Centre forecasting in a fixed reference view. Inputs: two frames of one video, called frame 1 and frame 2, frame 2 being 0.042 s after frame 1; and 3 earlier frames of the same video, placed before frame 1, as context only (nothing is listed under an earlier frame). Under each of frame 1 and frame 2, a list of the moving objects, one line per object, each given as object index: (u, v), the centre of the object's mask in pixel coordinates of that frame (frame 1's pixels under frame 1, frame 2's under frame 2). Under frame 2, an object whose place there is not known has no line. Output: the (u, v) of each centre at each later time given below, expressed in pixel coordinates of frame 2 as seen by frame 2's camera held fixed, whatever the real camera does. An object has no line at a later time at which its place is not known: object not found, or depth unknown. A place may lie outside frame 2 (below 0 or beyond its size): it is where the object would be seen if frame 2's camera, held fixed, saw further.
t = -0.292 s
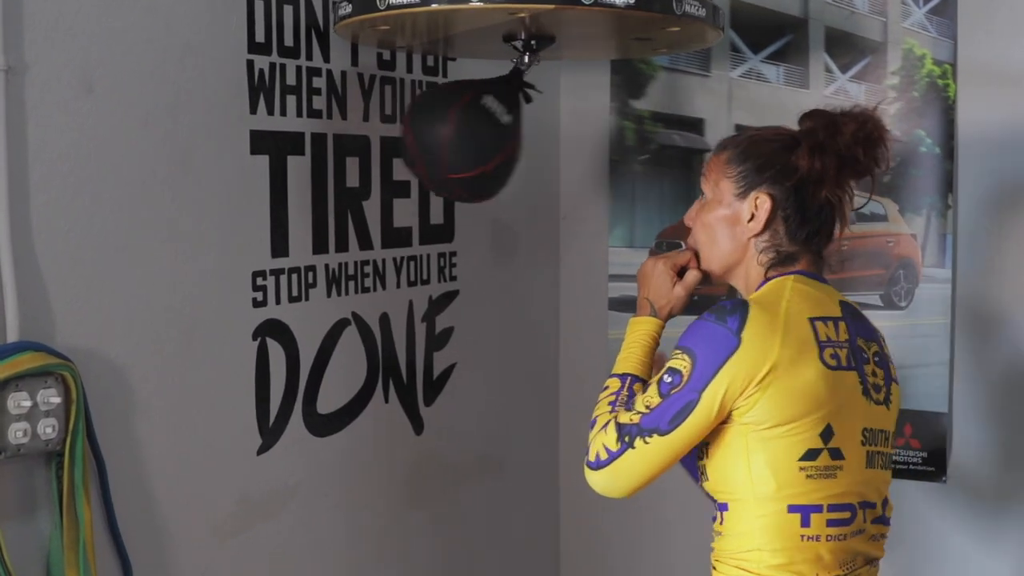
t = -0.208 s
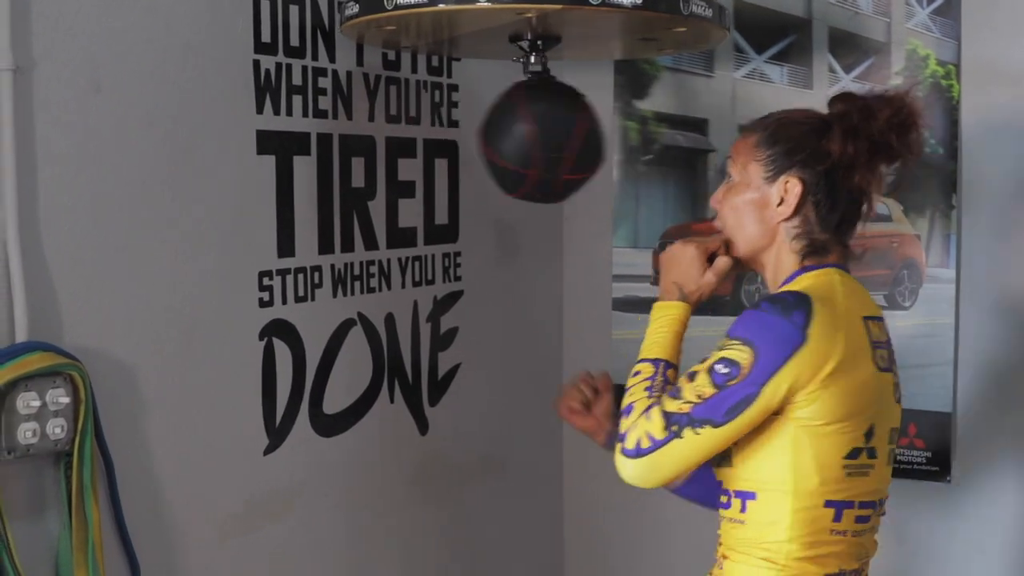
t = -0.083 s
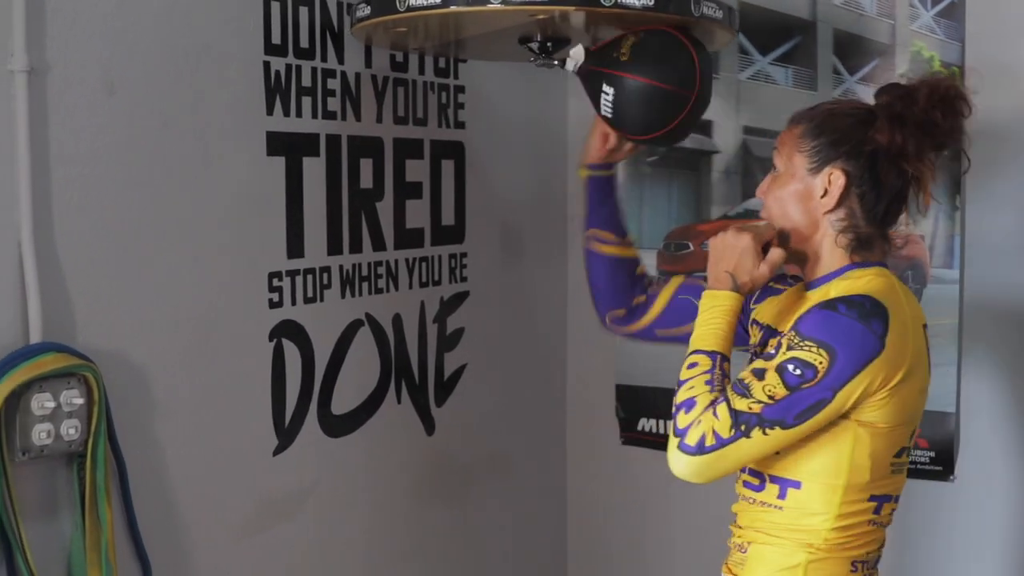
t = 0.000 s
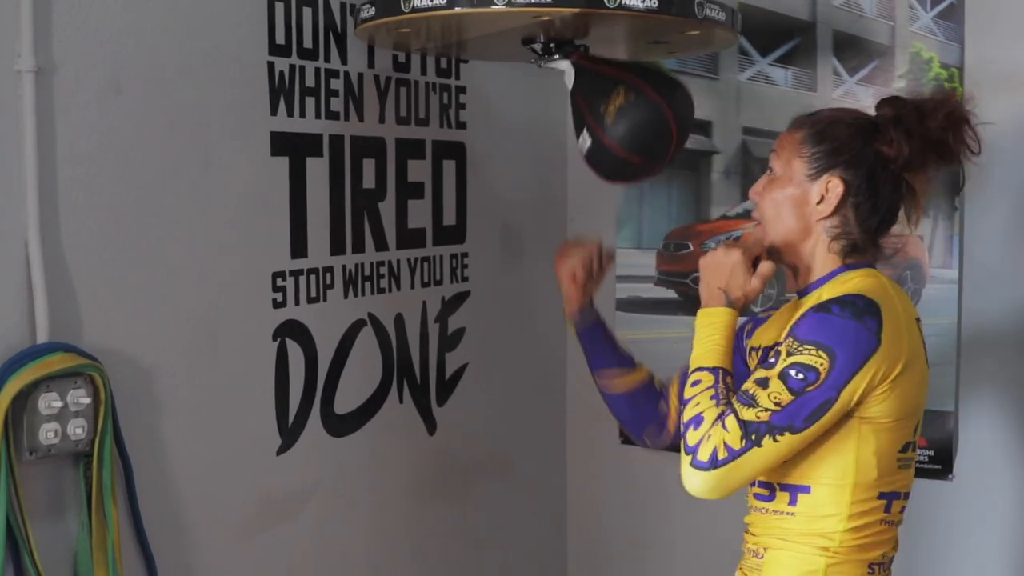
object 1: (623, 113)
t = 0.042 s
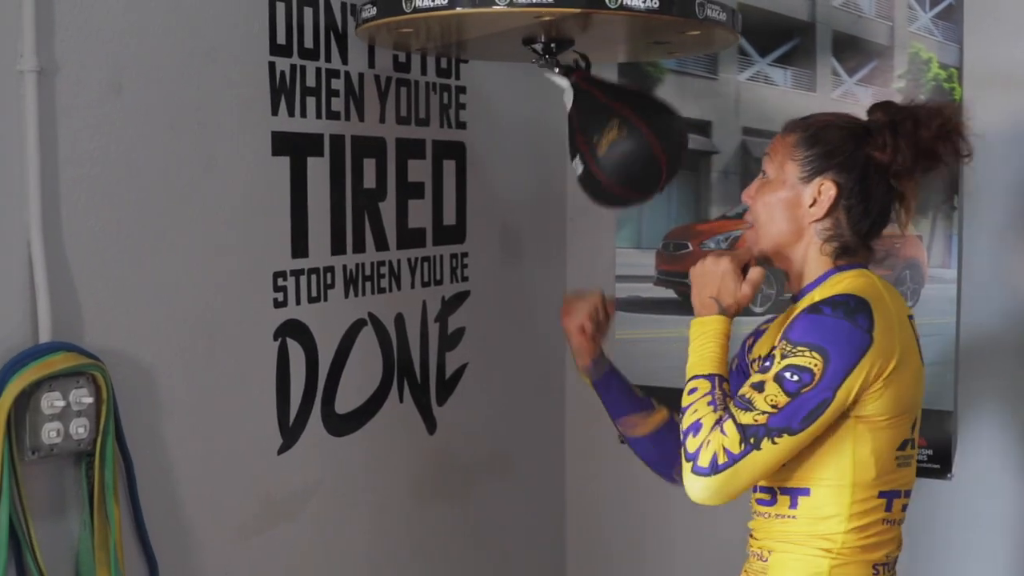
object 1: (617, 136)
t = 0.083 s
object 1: (592, 161)
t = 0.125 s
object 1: (571, 168)
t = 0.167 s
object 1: (537, 169)
